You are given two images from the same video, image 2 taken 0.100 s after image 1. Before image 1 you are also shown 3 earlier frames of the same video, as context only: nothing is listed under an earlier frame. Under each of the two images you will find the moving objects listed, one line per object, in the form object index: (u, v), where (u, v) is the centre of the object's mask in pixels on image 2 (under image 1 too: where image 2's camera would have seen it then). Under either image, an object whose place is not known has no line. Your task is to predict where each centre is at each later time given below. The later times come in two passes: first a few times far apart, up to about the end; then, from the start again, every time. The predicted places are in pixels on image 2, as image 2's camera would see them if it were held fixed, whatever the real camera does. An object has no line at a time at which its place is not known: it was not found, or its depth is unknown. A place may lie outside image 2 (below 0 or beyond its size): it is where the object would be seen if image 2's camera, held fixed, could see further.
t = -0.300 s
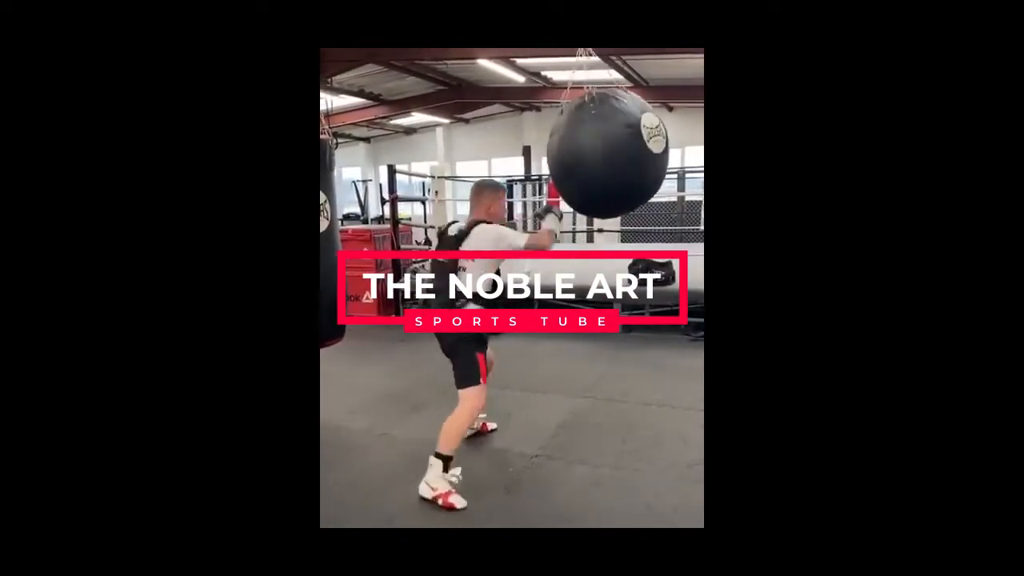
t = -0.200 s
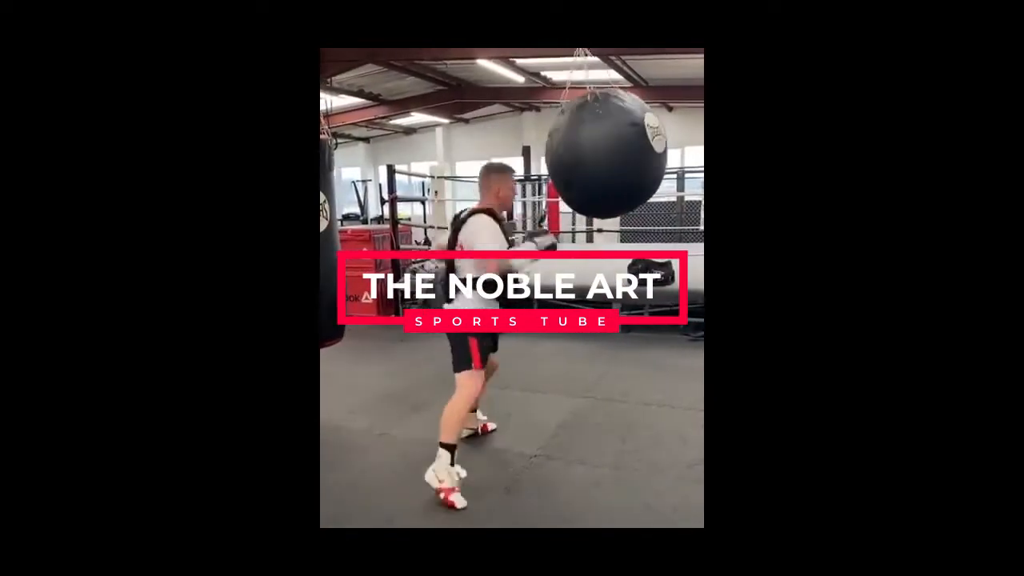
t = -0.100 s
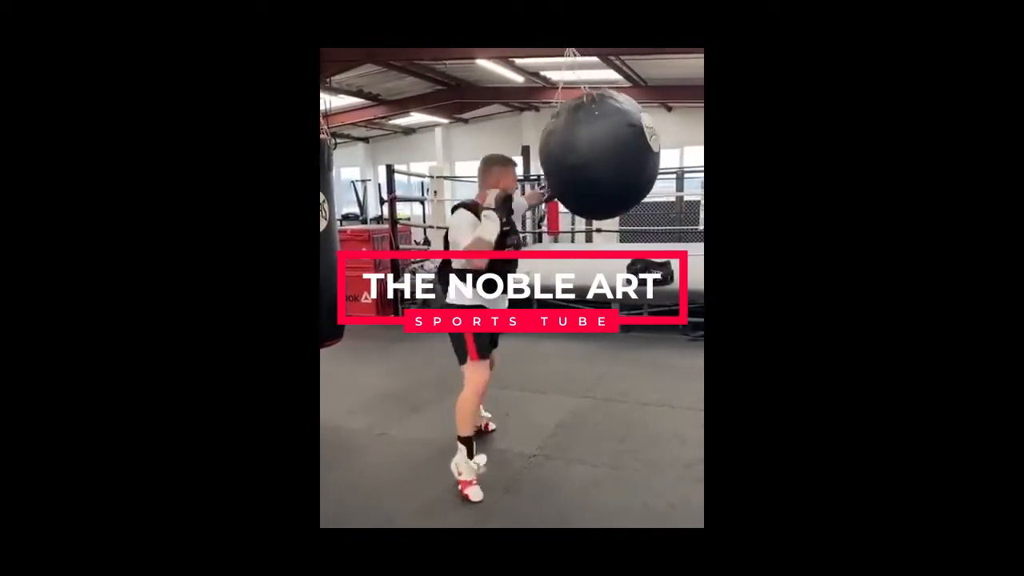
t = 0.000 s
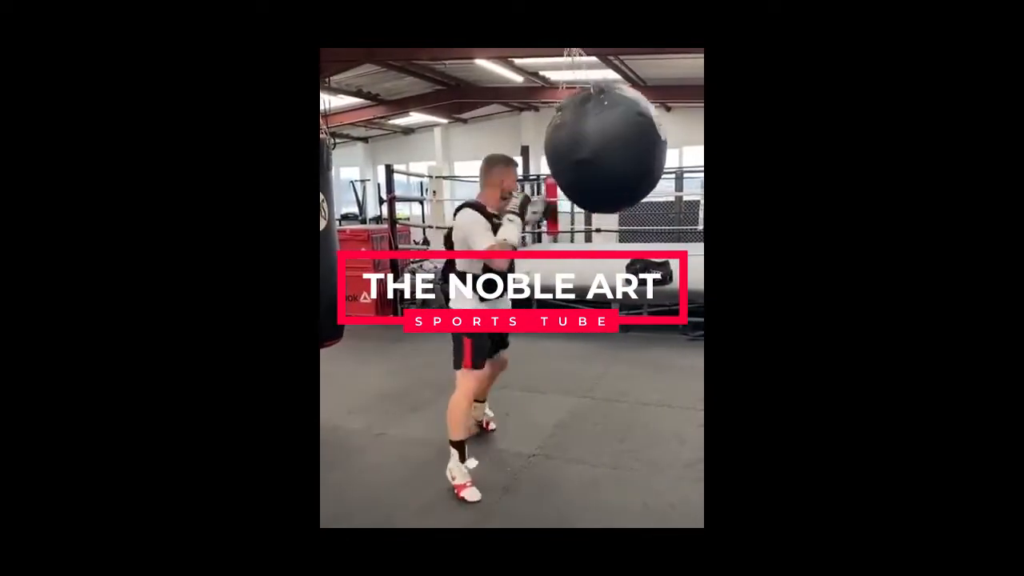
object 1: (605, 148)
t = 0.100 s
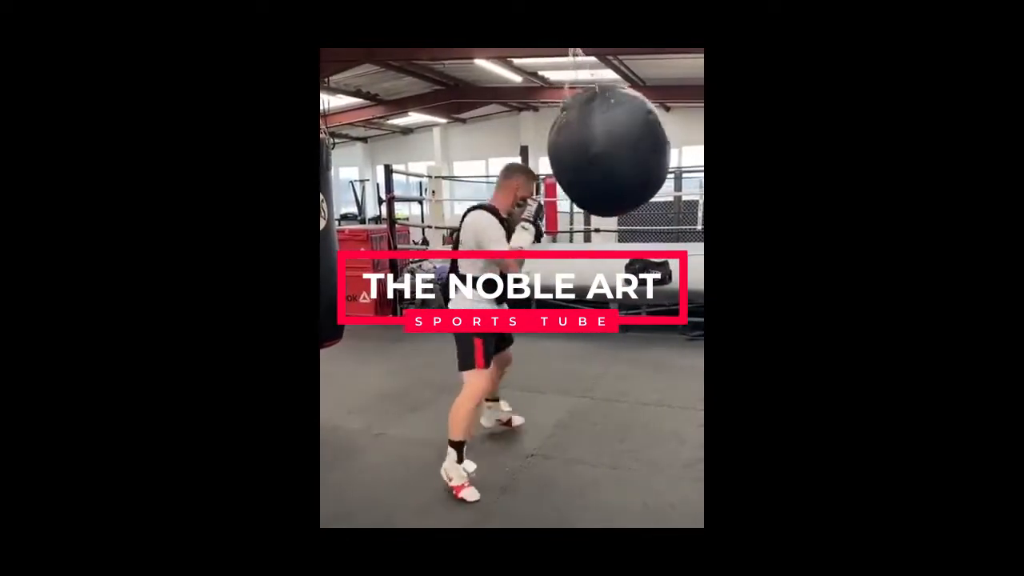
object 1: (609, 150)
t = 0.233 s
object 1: (606, 148)
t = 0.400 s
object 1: (590, 151)
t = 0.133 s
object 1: (609, 150)
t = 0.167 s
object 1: (609, 150)
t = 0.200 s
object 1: (607, 149)
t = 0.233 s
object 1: (606, 148)
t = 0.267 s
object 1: (604, 149)
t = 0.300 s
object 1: (601, 149)
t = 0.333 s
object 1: (598, 150)
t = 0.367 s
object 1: (594, 151)
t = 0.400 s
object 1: (590, 151)
